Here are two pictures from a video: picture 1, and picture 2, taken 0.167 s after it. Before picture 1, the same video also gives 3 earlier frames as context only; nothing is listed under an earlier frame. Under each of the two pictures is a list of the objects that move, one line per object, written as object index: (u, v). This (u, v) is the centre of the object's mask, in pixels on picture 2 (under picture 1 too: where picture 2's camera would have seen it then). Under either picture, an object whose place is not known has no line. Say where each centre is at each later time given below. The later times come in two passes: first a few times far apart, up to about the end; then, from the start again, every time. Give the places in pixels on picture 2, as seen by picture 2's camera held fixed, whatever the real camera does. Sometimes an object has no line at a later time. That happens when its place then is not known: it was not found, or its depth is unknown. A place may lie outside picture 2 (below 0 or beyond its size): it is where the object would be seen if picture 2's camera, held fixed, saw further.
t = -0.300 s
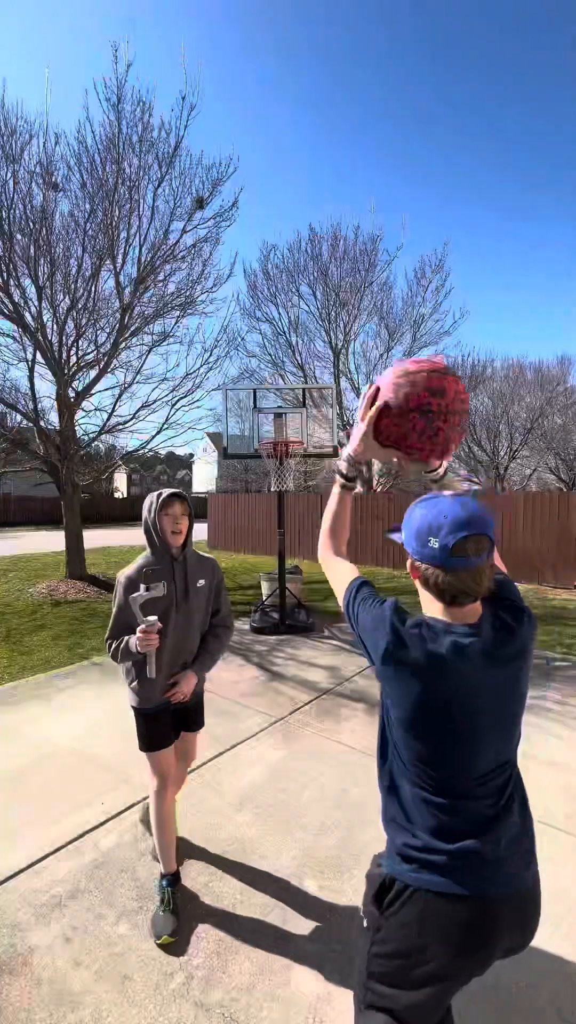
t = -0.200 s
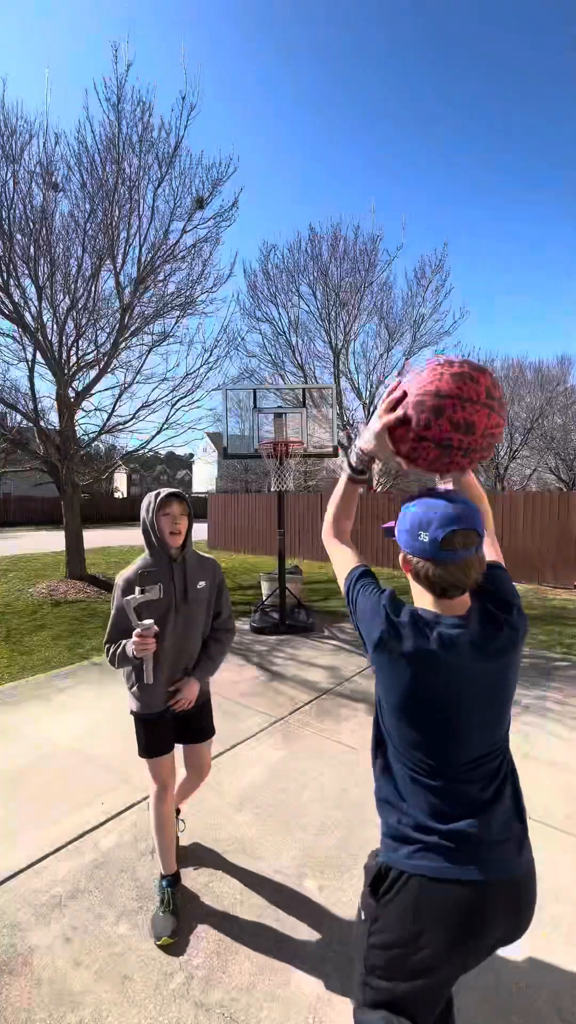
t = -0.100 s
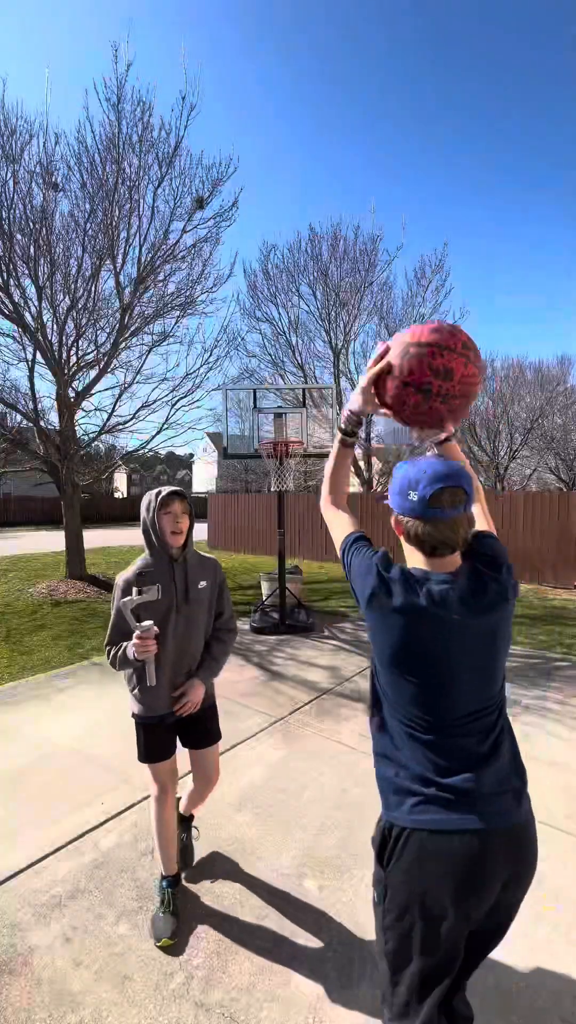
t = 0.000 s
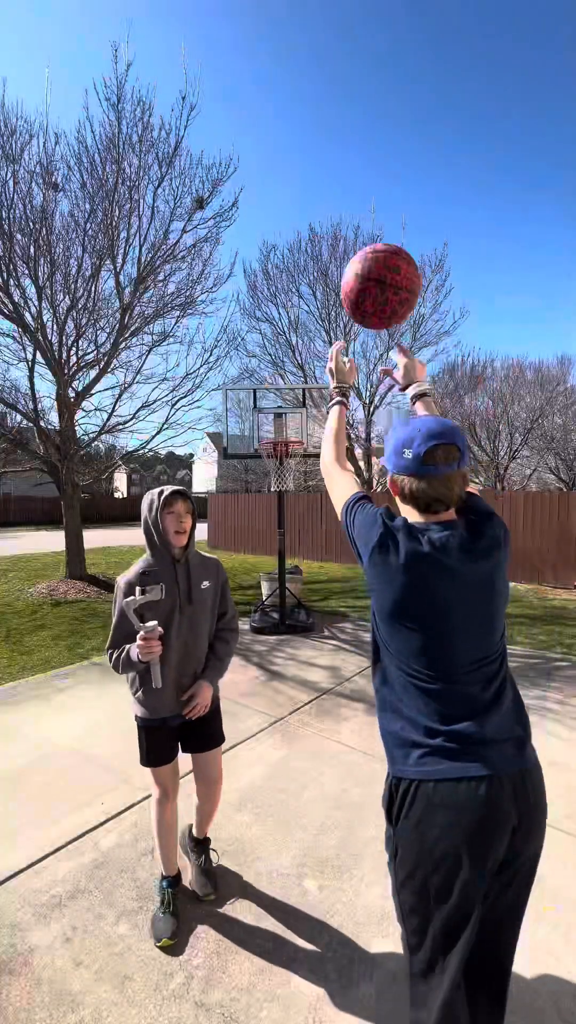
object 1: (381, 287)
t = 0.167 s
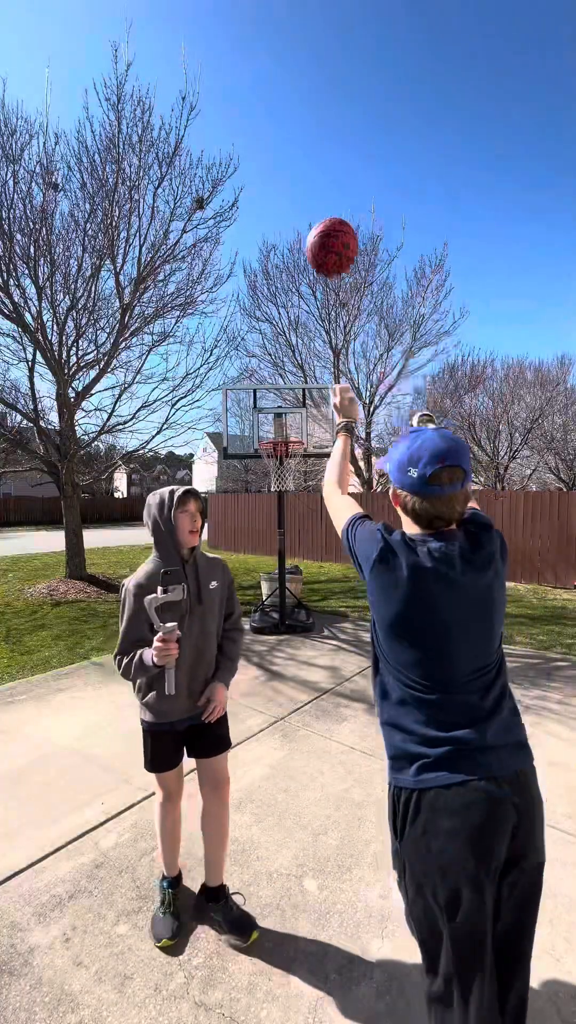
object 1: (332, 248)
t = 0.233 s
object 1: (321, 252)
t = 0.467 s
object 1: (296, 312)
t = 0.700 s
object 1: (283, 399)
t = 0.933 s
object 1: (279, 433)
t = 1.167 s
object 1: (300, 418)
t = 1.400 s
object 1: (323, 453)
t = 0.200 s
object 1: (326, 249)
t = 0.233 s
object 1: (321, 252)
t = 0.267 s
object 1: (316, 258)
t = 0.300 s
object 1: (312, 265)
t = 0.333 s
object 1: (308, 273)
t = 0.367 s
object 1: (304, 282)
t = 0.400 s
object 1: (301, 291)
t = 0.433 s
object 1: (298, 301)
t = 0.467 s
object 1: (296, 312)
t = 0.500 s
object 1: (294, 324)
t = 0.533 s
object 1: (291, 335)
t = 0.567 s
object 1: (289, 348)
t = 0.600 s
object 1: (287, 360)
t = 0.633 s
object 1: (286, 373)
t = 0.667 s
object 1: (284, 386)
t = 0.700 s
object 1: (283, 399)
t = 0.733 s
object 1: (281, 414)
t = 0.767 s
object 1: (280, 429)
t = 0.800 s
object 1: (279, 432)
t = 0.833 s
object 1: (279, 434)
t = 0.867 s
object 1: (279, 435)
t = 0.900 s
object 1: (277, 437)
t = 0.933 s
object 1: (279, 433)
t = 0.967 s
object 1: (282, 430)
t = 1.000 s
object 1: (284, 427)
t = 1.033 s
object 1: (285, 425)
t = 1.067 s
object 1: (291, 420)
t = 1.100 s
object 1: (294, 419)
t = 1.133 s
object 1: (298, 418)
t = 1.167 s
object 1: (300, 418)
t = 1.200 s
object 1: (303, 419)
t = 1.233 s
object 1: (307, 421)
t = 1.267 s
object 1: (310, 426)
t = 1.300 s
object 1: (314, 430)
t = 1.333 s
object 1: (317, 437)
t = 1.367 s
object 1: (321, 445)
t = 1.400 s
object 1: (323, 453)
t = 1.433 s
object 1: (327, 462)
